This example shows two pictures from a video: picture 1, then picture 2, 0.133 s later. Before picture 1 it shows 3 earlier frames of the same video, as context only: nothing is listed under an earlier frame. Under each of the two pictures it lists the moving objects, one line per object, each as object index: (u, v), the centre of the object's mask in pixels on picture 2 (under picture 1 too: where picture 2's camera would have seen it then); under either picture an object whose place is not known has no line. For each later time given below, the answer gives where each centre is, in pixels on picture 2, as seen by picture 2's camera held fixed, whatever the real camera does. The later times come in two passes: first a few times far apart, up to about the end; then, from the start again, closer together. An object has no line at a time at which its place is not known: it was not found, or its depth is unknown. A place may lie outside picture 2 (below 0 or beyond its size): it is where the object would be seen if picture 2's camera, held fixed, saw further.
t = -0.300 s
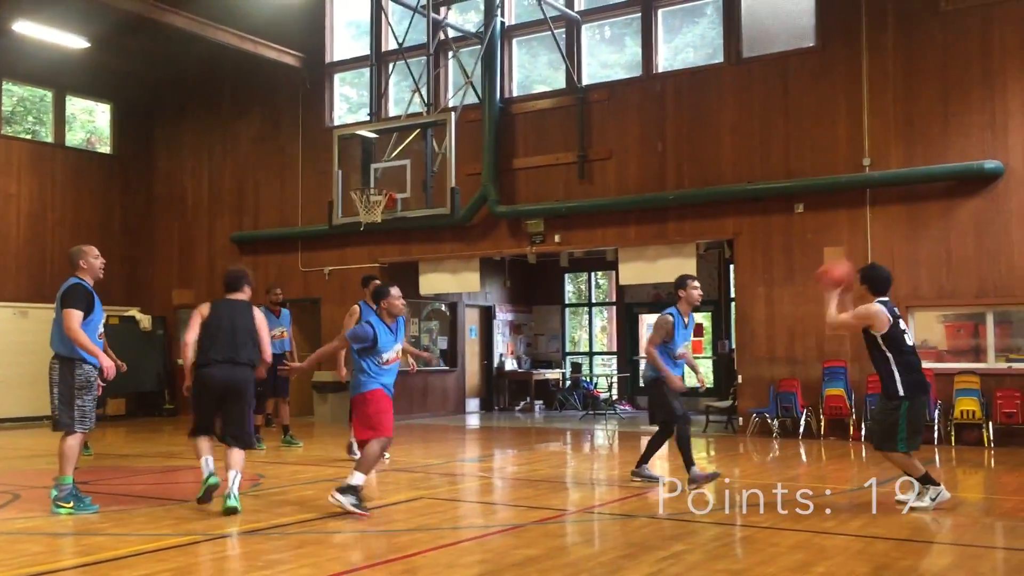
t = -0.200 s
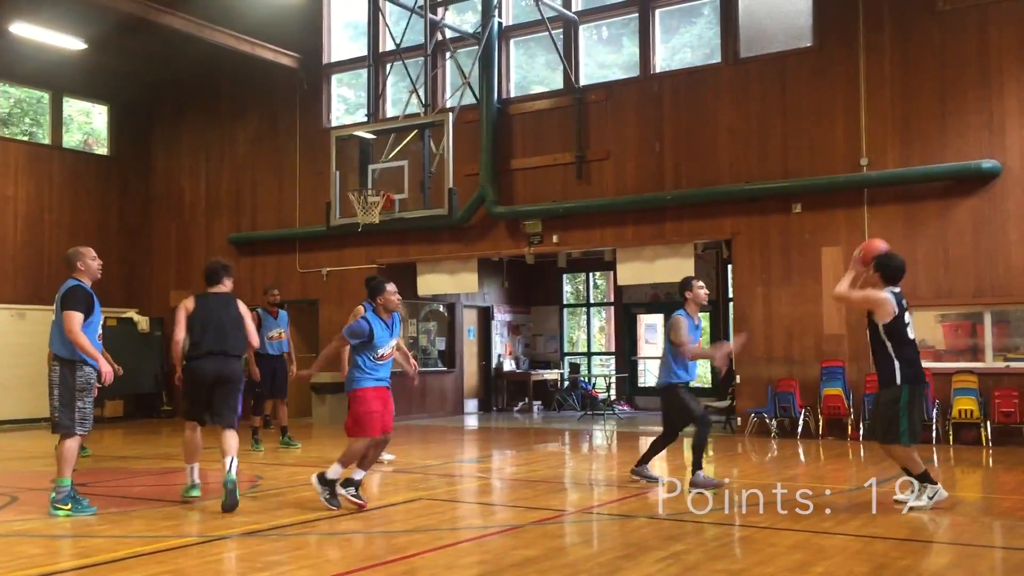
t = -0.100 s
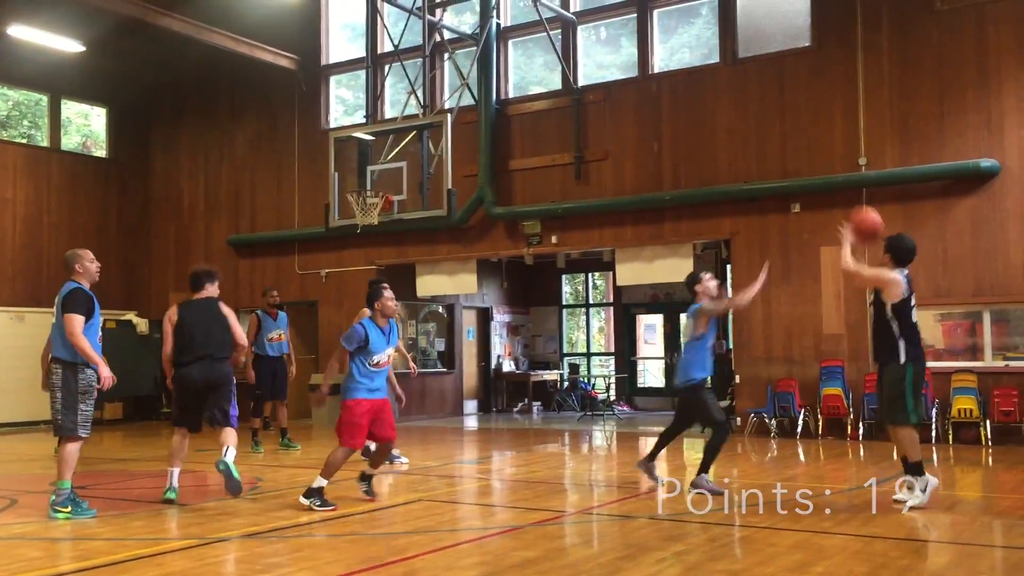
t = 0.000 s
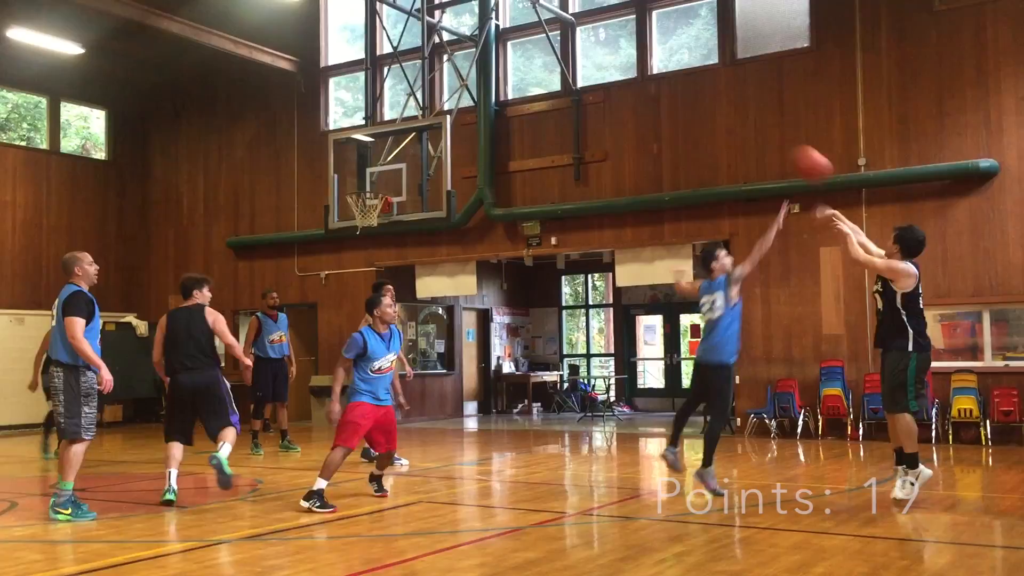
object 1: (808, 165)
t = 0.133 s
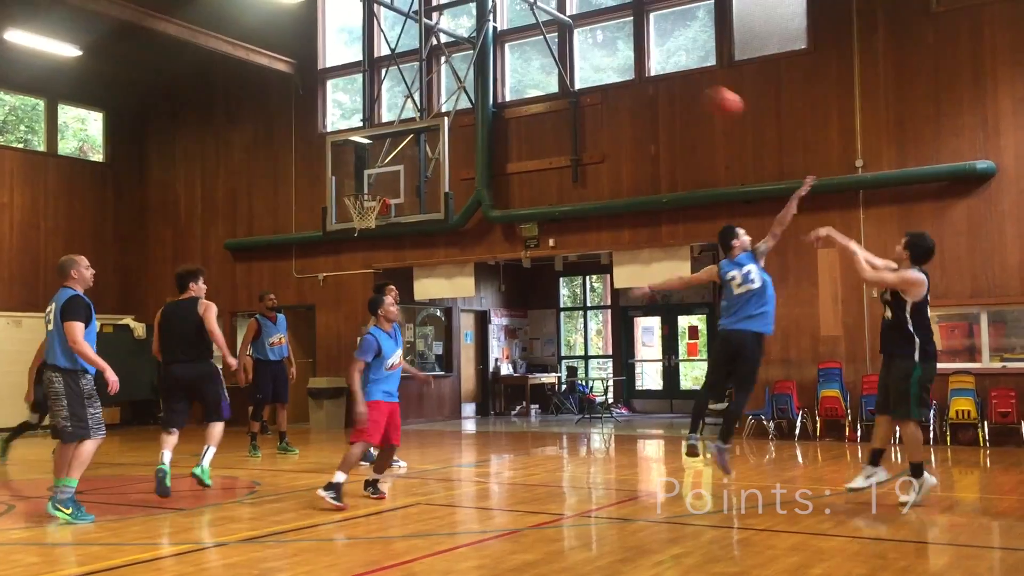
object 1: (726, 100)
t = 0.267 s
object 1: (648, 66)
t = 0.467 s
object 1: (558, 50)
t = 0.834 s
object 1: (430, 113)
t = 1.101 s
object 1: (360, 213)
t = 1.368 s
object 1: (347, 274)
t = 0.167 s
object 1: (704, 90)
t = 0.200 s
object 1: (687, 83)
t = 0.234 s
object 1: (669, 74)
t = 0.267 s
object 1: (648, 66)
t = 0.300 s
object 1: (635, 62)
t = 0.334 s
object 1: (617, 56)
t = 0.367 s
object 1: (602, 52)
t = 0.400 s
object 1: (588, 51)
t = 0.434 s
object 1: (572, 49)
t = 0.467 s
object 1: (558, 50)
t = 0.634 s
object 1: (494, 66)
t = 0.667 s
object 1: (482, 73)
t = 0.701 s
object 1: (474, 78)
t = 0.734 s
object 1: (461, 86)
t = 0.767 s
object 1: (451, 94)
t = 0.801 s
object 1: (439, 105)
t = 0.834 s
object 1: (430, 113)
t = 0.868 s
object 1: (421, 124)
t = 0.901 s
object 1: (411, 135)
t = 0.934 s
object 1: (402, 146)
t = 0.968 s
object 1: (392, 160)
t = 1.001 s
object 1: (382, 175)
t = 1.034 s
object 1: (374, 185)
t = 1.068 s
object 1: (365, 201)
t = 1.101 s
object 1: (360, 213)
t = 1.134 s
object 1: (357, 218)
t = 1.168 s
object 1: (356, 225)
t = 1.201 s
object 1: (355, 230)
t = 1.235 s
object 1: (353, 237)
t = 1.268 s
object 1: (352, 244)
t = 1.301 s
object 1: (351, 253)
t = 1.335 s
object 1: (349, 262)
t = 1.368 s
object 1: (347, 274)
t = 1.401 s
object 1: (347, 286)
